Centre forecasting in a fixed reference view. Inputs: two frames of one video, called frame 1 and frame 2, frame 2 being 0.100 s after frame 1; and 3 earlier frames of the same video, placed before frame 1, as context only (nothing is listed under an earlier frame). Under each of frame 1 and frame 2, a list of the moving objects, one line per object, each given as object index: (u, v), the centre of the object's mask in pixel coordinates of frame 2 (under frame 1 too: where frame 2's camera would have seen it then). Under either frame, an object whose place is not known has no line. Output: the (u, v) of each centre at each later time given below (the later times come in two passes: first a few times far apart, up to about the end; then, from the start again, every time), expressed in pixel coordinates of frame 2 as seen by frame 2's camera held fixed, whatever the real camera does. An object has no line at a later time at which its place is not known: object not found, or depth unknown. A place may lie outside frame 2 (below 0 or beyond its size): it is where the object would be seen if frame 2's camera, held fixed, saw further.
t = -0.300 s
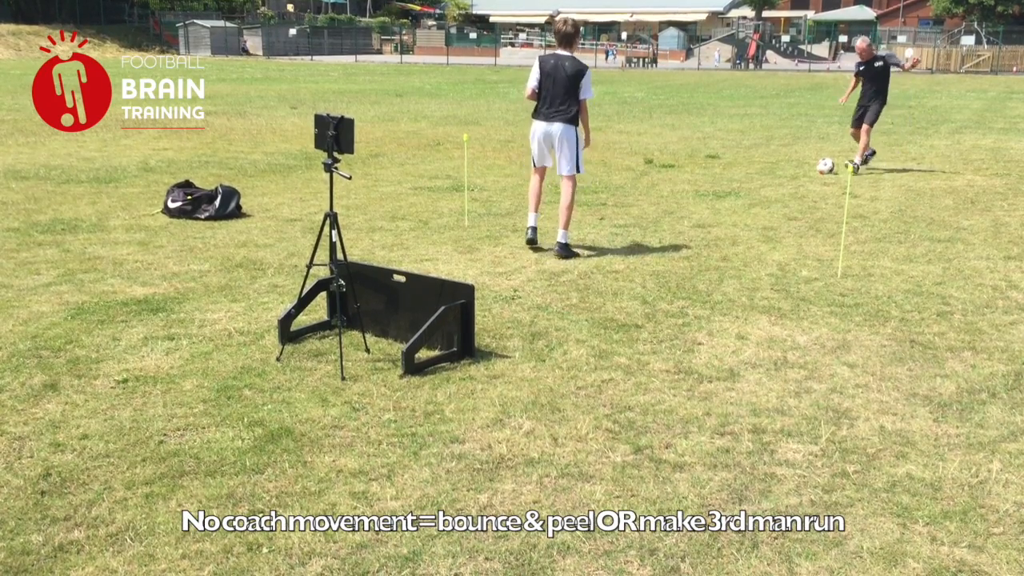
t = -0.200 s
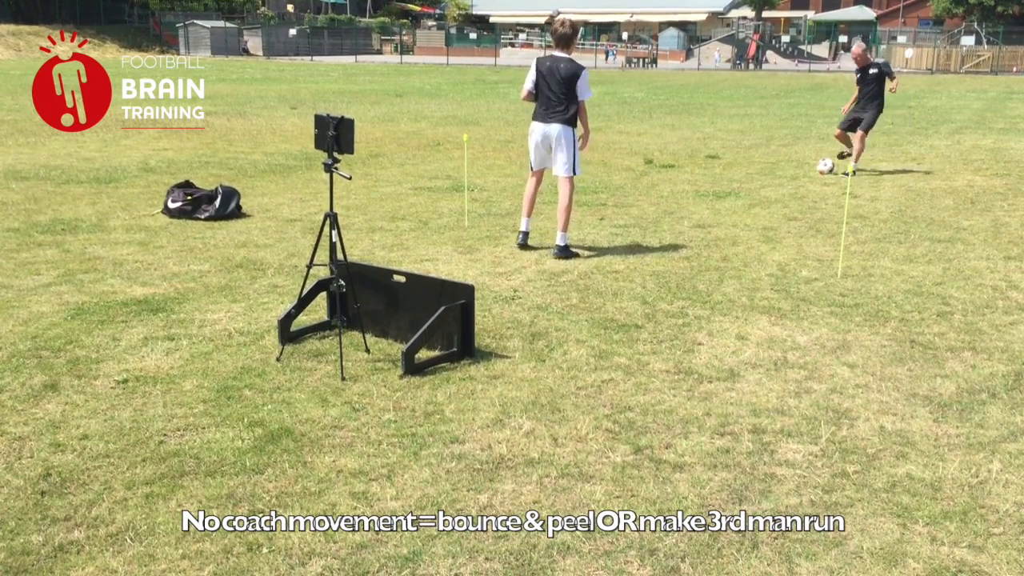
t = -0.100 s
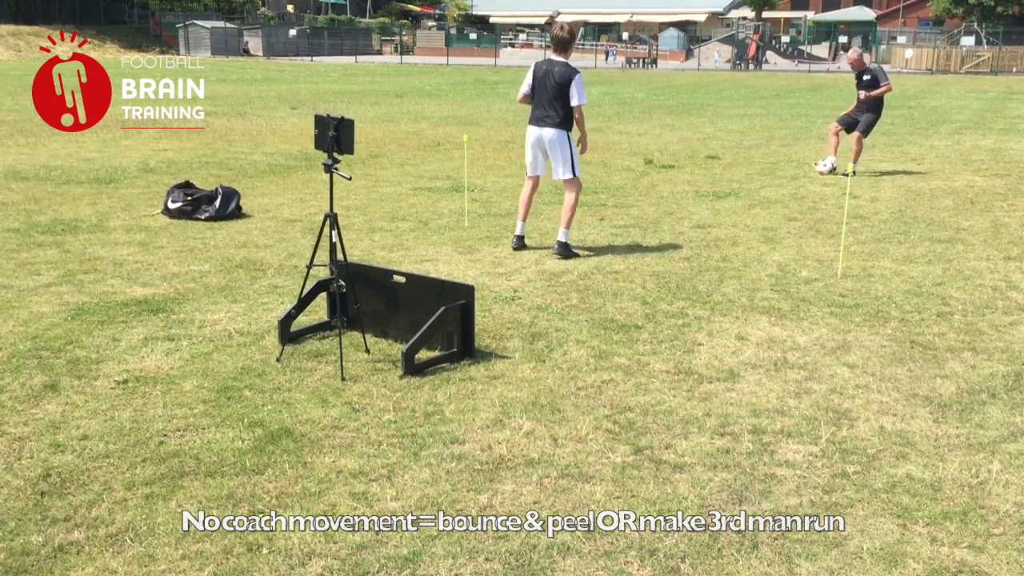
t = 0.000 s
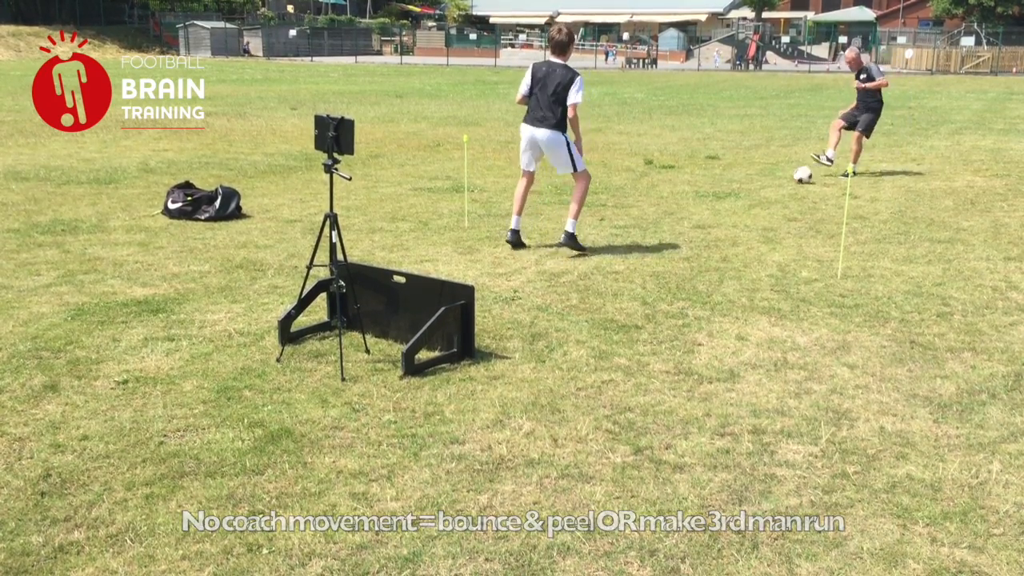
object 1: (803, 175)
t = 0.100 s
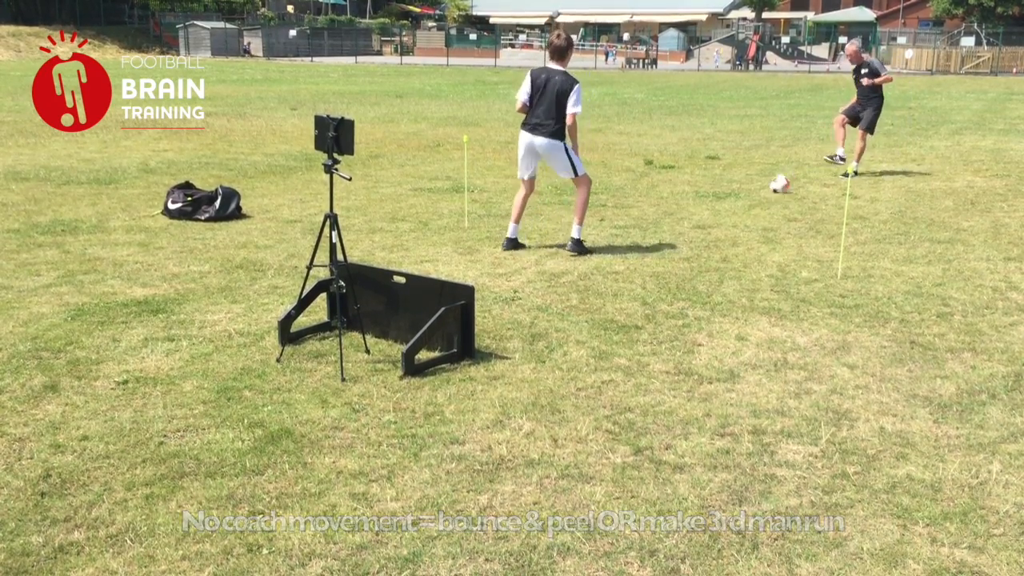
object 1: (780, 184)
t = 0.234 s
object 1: (747, 194)
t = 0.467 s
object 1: (688, 212)
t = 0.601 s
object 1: (652, 222)
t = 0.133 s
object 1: (772, 185)
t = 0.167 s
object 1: (764, 188)
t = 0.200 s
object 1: (755, 191)
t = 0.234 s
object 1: (747, 194)
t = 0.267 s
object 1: (739, 196)
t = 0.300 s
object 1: (730, 199)
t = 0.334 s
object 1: (721, 202)
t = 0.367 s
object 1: (713, 206)
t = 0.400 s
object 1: (705, 206)
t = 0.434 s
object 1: (697, 208)
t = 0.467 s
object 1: (688, 212)
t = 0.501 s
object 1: (679, 217)
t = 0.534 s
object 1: (671, 218)
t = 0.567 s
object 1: (661, 219)
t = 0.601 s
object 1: (652, 222)
